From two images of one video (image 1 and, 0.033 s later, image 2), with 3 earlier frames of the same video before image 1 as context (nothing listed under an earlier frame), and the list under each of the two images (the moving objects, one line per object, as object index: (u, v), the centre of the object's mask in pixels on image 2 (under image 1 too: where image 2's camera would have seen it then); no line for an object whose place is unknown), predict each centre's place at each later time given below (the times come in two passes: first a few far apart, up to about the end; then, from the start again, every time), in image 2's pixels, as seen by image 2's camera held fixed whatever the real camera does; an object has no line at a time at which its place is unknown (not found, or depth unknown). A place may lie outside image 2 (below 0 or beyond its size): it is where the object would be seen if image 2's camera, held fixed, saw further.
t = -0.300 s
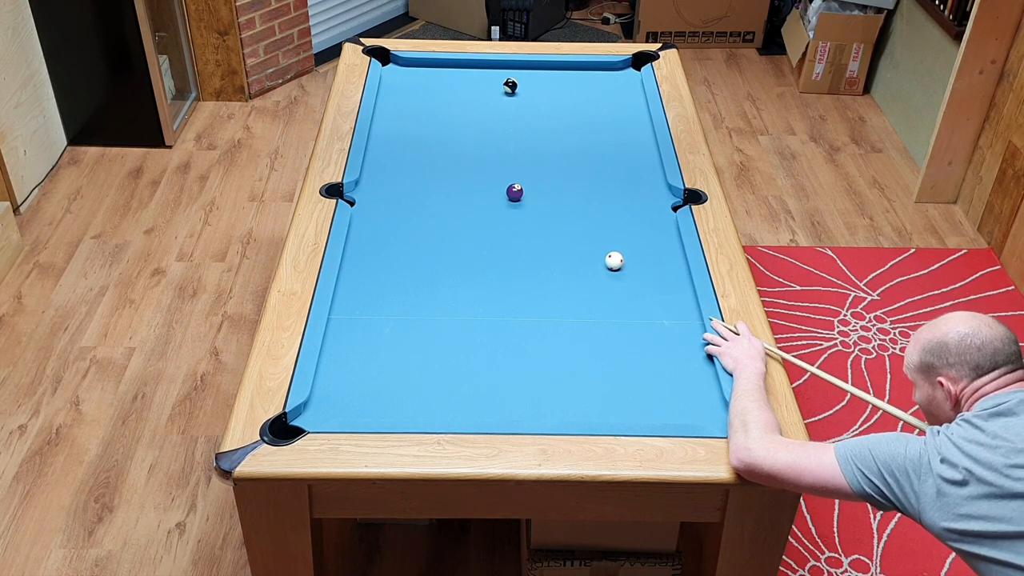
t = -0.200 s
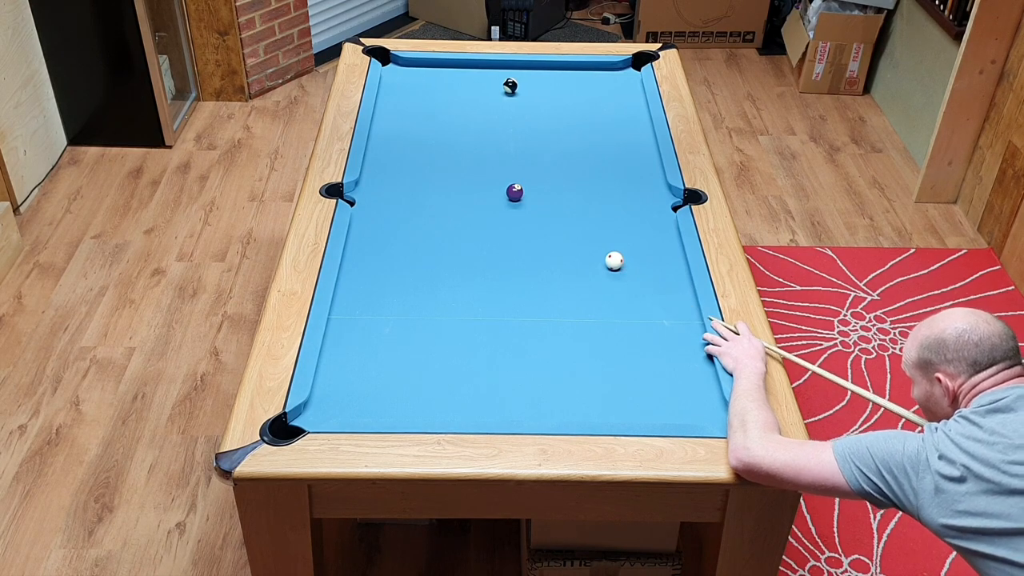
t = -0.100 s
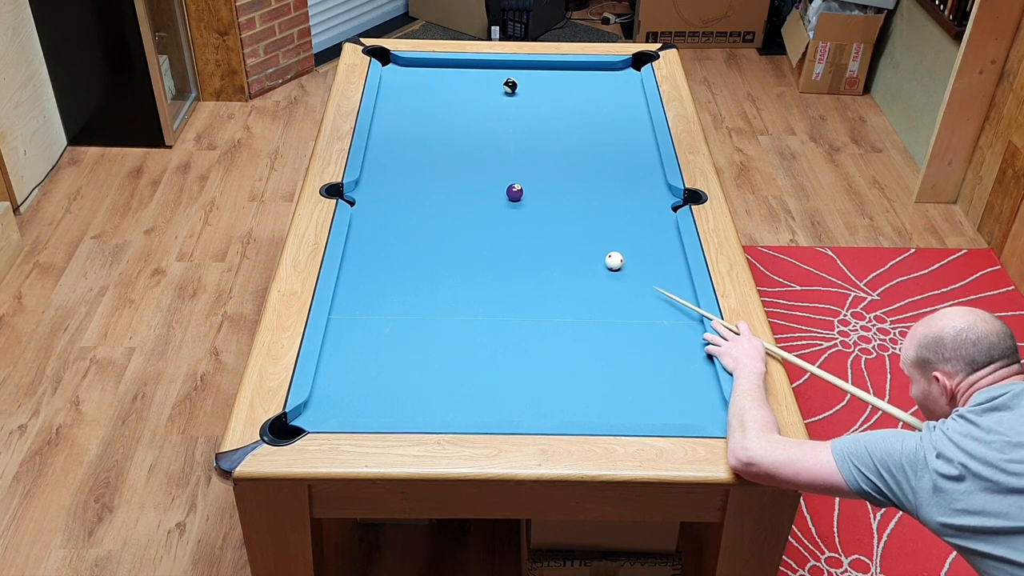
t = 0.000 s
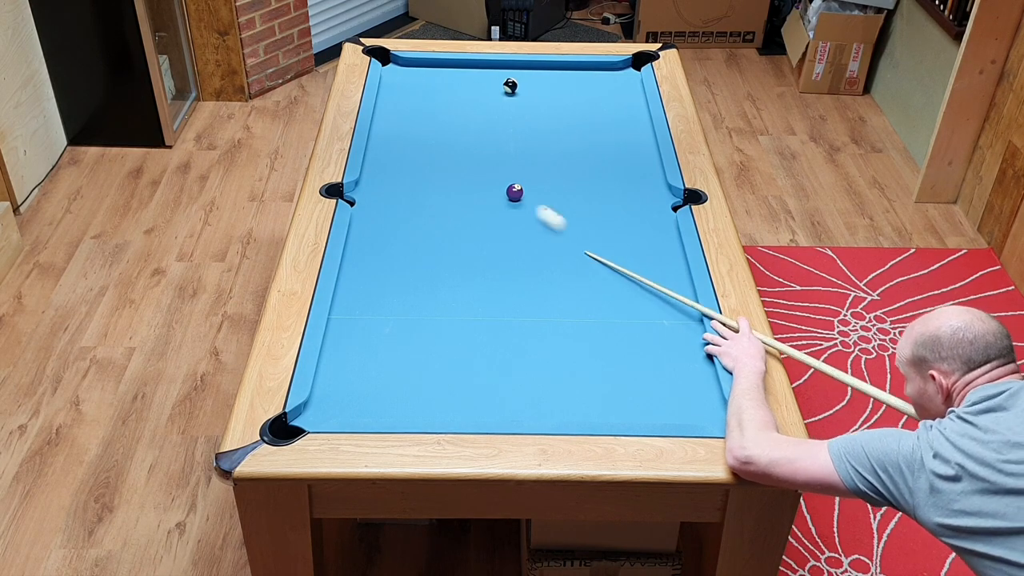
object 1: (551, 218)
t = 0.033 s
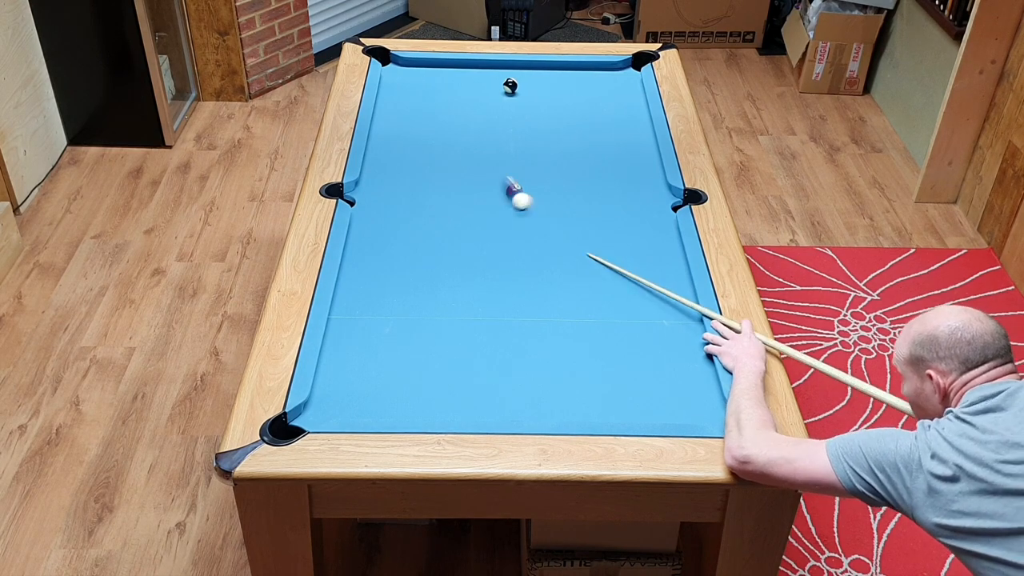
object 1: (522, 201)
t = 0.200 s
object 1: (490, 223)
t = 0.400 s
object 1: (477, 261)
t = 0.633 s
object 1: (474, 314)
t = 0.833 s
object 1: (470, 366)
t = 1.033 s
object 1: (471, 410)
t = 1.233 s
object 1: (495, 376)
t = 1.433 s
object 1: (515, 347)
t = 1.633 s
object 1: (533, 322)
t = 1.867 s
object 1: (552, 295)
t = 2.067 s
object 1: (567, 275)
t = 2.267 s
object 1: (580, 256)
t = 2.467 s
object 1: (592, 239)
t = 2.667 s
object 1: (603, 224)
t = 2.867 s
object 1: (614, 210)
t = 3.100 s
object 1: (624, 195)
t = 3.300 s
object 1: (633, 183)
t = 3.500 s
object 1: (641, 173)
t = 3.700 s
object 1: (648, 164)
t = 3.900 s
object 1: (652, 155)
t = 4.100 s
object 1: (646, 149)
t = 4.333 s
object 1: (640, 142)
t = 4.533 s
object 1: (636, 137)
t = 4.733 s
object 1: (633, 133)
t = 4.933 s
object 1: (630, 129)
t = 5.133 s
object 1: (627, 126)
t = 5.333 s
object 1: (625, 124)
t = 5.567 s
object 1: (624, 122)
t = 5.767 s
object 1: (623, 121)
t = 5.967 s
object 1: (623, 121)
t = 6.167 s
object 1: (623, 121)
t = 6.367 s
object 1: (623, 121)
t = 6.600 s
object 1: (623, 121)
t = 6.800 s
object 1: (623, 121)
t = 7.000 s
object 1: (623, 121)
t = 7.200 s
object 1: (623, 121)
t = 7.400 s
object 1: (623, 121)
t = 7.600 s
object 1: (623, 121)
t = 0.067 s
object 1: (514, 205)
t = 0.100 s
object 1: (507, 209)
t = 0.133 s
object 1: (500, 214)
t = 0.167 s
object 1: (495, 218)
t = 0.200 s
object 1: (490, 223)
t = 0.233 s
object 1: (486, 229)
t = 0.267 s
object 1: (483, 234)
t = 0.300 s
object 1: (481, 240)
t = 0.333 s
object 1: (479, 247)
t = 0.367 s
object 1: (478, 254)
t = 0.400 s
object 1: (477, 261)
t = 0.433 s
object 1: (477, 268)
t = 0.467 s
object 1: (476, 276)
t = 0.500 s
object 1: (476, 283)
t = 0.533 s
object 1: (475, 291)
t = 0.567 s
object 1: (475, 298)
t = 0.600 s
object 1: (475, 306)
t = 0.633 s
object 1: (474, 314)
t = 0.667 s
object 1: (473, 323)
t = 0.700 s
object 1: (473, 331)
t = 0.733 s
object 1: (472, 340)
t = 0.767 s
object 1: (472, 348)
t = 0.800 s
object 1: (471, 357)
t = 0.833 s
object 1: (470, 366)
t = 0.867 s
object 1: (470, 375)
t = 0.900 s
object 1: (469, 384)
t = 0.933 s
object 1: (468, 394)
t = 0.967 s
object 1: (468, 404)
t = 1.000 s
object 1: (467, 410)
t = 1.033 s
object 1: (471, 410)
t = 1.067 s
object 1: (475, 404)
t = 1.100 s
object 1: (480, 397)
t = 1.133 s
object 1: (484, 391)
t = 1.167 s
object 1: (487, 386)
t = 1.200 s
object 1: (491, 381)
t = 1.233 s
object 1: (495, 376)
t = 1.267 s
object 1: (498, 371)
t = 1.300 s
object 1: (502, 366)
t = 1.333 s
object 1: (505, 361)
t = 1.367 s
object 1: (509, 357)
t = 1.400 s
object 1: (512, 352)
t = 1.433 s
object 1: (515, 347)
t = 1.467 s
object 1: (518, 343)
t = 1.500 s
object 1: (521, 339)
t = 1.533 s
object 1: (524, 334)
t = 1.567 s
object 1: (527, 330)
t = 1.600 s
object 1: (530, 326)
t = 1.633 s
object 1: (533, 322)
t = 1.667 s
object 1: (536, 318)
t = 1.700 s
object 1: (539, 314)
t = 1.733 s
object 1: (541, 310)
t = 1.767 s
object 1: (544, 306)
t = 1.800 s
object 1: (547, 302)
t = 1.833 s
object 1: (549, 299)
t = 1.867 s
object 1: (552, 295)
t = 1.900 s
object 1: (554, 291)
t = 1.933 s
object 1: (557, 288)
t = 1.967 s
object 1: (560, 285)
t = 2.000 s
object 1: (562, 281)
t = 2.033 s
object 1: (564, 278)
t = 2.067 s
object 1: (567, 275)
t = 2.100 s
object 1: (569, 271)
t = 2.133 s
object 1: (571, 268)
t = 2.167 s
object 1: (574, 265)
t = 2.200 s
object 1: (576, 262)
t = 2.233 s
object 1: (578, 259)
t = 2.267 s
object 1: (580, 256)
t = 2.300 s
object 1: (582, 253)
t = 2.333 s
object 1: (584, 250)
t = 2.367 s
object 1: (586, 247)
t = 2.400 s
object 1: (588, 245)
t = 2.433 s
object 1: (591, 242)
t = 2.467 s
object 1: (592, 239)
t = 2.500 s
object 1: (594, 237)
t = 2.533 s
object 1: (596, 234)
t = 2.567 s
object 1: (598, 231)
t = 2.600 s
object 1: (600, 229)
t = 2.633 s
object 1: (602, 226)
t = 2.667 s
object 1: (603, 224)
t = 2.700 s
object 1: (605, 221)
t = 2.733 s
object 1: (607, 219)
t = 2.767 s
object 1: (609, 216)
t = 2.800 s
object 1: (610, 214)
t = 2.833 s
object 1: (612, 212)
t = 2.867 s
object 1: (614, 210)
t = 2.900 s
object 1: (615, 208)
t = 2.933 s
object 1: (617, 205)
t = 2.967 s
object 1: (618, 203)
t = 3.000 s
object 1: (620, 201)
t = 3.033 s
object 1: (621, 199)
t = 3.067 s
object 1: (623, 197)
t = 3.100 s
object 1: (624, 195)
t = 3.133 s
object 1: (626, 193)
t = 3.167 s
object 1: (627, 191)
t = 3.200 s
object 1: (629, 189)
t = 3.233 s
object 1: (630, 187)
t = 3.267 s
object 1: (632, 185)
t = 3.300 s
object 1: (633, 183)
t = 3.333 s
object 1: (634, 181)
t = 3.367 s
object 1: (636, 180)
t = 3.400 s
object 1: (637, 178)
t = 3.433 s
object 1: (638, 176)
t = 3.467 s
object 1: (640, 175)
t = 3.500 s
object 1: (641, 173)
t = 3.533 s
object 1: (642, 171)
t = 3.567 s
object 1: (643, 170)
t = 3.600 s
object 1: (644, 168)
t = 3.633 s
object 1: (645, 167)
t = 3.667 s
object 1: (647, 165)
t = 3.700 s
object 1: (648, 164)
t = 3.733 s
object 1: (649, 162)
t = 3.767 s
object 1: (650, 161)
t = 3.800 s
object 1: (651, 159)
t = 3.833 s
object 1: (652, 158)
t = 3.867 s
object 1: (652, 156)
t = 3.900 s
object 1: (652, 155)
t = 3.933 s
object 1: (651, 154)
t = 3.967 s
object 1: (650, 153)
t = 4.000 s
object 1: (649, 152)
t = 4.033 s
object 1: (648, 151)
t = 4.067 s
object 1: (647, 150)
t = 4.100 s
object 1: (646, 149)
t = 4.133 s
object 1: (645, 148)
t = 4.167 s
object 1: (644, 147)
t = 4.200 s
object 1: (643, 146)
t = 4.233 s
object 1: (643, 145)
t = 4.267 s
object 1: (642, 144)
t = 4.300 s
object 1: (641, 143)
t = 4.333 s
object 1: (640, 142)
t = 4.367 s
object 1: (639, 141)
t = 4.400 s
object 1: (639, 140)
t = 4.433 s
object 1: (638, 140)
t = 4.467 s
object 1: (637, 139)
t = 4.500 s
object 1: (637, 138)
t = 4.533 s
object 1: (636, 137)
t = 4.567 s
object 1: (636, 136)
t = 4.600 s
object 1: (635, 136)
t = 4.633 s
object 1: (634, 135)
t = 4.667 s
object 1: (633, 134)
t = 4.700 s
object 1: (633, 134)
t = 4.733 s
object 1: (633, 133)
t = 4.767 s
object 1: (632, 132)
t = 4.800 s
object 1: (631, 131)
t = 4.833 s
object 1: (631, 131)
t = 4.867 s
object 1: (631, 130)
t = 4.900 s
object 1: (630, 130)
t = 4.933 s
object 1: (630, 129)
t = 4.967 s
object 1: (629, 129)
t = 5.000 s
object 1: (629, 128)
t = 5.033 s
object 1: (628, 128)
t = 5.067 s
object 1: (628, 127)
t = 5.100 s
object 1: (628, 127)
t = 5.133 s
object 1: (627, 126)
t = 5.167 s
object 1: (627, 126)
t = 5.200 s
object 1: (627, 126)
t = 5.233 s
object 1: (626, 125)
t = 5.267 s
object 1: (626, 125)
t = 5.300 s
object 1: (626, 124)
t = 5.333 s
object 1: (625, 124)
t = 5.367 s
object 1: (625, 123)
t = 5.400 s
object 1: (625, 123)
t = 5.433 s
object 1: (625, 123)
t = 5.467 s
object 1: (625, 123)
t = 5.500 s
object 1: (624, 122)
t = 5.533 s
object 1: (624, 122)
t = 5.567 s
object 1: (624, 122)
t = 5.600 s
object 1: (624, 122)
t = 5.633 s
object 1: (624, 122)
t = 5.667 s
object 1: (623, 121)
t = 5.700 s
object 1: (623, 121)
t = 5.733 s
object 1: (623, 121)
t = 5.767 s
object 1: (623, 121)
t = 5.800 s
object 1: (623, 121)
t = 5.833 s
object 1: (623, 121)
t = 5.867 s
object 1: (623, 121)
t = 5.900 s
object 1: (623, 121)
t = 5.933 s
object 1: (623, 121)
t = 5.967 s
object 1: (623, 121)
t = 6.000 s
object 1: (623, 121)
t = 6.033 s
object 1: (623, 121)
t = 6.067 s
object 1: (623, 121)
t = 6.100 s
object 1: (623, 121)
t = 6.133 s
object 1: (623, 121)
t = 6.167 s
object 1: (623, 121)
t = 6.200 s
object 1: (623, 121)
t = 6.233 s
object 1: (623, 121)
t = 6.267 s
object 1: (623, 121)
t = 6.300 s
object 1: (623, 121)
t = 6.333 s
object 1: (623, 121)
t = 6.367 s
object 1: (623, 121)
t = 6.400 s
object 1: (623, 121)
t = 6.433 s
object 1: (623, 121)
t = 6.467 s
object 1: (623, 121)
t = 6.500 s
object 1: (623, 121)
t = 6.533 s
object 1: (623, 121)
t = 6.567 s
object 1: (623, 121)
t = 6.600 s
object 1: (623, 121)
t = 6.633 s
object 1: (623, 121)
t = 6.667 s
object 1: (623, 121)
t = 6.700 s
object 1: (623, 121)
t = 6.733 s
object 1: (623, 121)
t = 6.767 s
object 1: (623, 121)
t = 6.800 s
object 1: (623, 121)
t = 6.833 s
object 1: (623, 121)
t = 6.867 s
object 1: (623, 121)
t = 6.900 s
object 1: (623, 121)
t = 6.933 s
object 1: (623, 121)
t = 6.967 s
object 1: (623, 121)
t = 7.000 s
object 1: (623, 121)
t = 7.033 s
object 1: (623, 121)
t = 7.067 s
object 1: (623, 121)
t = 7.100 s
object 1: (623, 121)
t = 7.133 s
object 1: (623, 121)
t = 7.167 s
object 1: (623, 121)
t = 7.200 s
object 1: (623, 121)
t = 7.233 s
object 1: (623, 121)
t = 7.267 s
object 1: (623, 121)
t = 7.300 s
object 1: (623, 121)
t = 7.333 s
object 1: (623, 121)
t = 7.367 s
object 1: (623, 121)
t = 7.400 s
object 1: (623, 121)
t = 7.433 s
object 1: (623, 121)
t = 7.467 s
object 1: (623, 121)
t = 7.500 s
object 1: (623, 121)
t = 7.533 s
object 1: (623, 121)
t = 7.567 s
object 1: (623, 121)
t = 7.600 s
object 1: (623, 121)
